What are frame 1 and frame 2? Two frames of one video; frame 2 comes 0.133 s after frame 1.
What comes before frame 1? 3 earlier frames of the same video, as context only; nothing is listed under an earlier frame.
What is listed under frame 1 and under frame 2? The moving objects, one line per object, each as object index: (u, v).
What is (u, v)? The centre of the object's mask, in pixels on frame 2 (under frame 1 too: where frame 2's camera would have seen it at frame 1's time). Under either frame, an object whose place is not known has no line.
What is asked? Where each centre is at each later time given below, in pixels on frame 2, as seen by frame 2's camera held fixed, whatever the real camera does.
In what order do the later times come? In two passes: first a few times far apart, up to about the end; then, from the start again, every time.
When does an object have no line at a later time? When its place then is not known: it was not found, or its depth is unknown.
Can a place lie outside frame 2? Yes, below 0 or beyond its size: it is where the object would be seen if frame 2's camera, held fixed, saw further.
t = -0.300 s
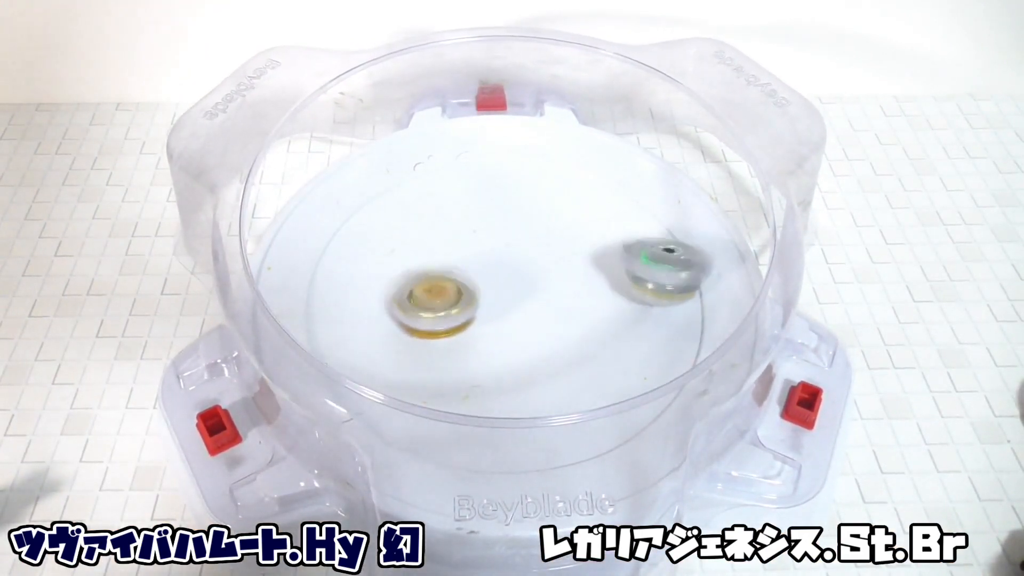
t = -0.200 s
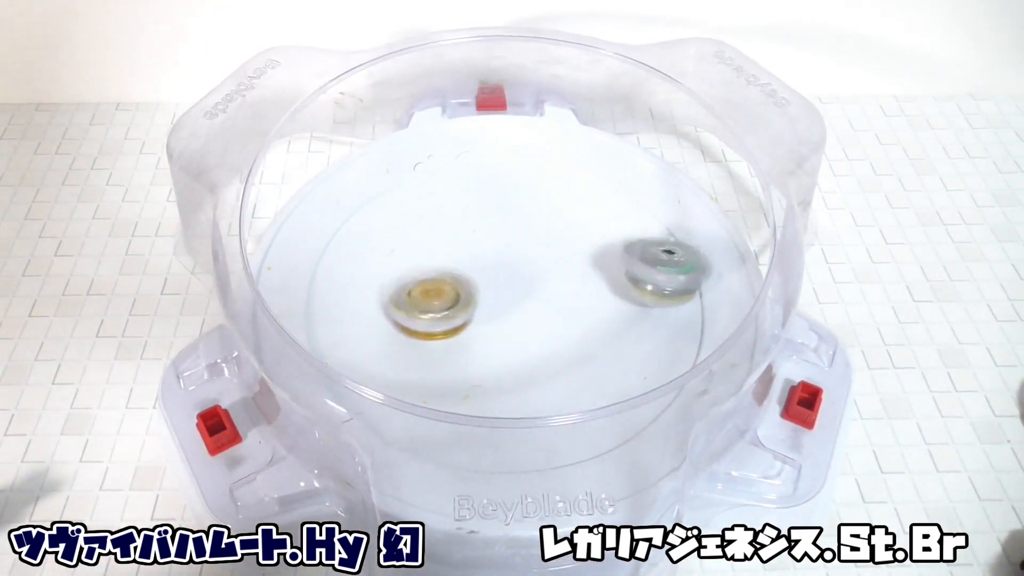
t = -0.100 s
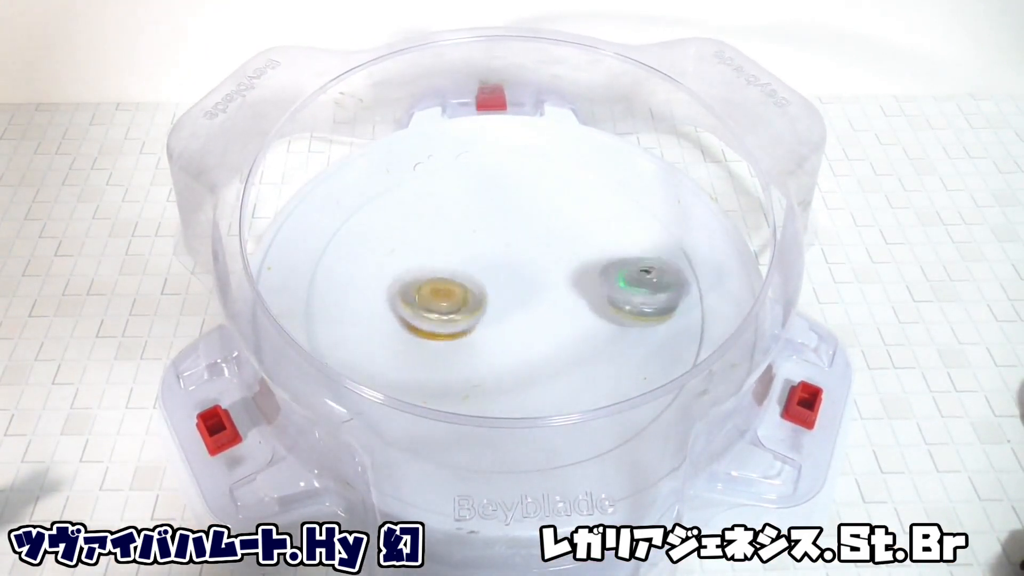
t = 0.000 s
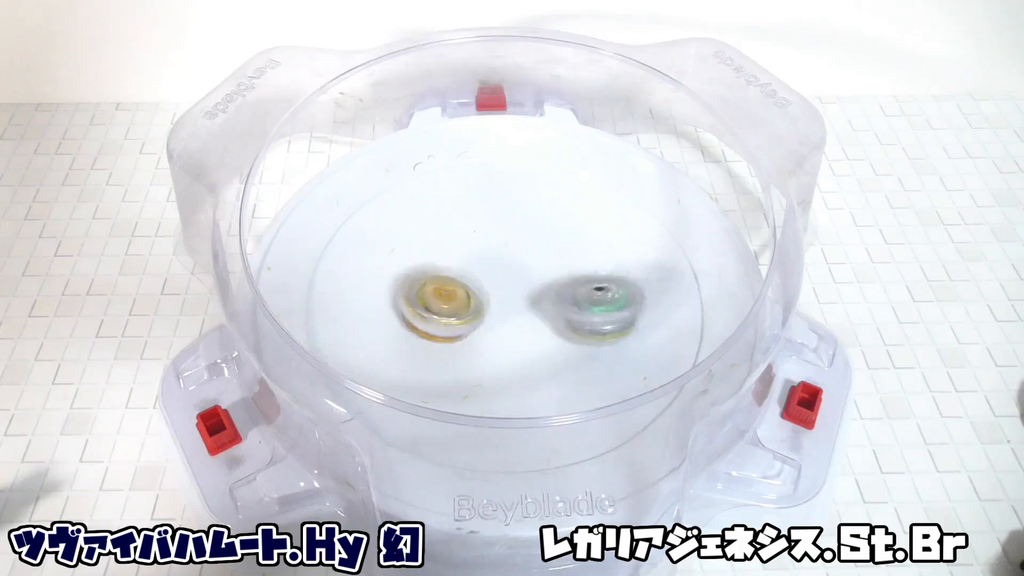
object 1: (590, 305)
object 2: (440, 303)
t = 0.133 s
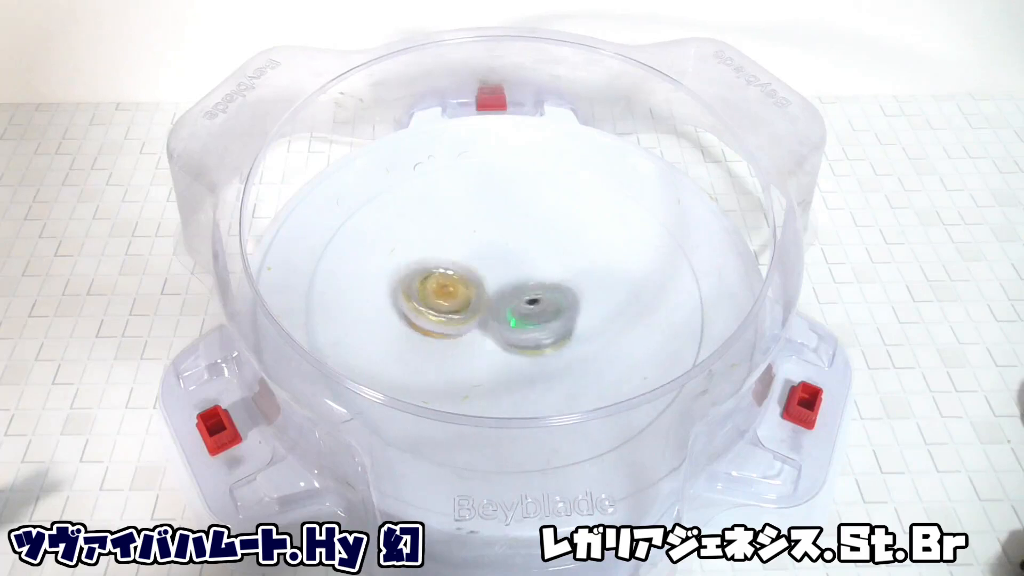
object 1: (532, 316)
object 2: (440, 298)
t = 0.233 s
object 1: (651, 314)
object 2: (333, 246)
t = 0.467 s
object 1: (686, 270)
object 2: (310, 217)
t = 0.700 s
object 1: (519, 212)
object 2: (386, 252)
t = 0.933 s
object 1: (416, 150)
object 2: (569, 238)
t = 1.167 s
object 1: (424, 235)
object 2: (643, 203)
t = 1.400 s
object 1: (457, 354)
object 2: (585, 242)
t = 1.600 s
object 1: (484, 386)
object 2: (542, 320)
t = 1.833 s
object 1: (528, 408)
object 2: (530, 335)
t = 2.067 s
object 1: (601, 344)
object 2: (491, 288)
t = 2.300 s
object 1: (629, 214)
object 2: (471, 262)
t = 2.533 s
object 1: (563, 145)
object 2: (470, 264)
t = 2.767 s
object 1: (442, 141)
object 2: (488, 269)
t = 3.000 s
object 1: (290, 206)
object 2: (500, 290)
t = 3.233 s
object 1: (416, 287)
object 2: (508, 309)
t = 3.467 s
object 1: (516, 323)
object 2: (629, 317)
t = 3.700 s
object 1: (447, 340)
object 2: (655, 297)
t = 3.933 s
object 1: (453, 298)
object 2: (584, 299)
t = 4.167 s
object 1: (357, 235)
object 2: (563, 305)
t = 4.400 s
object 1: (390, 224)
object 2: (555, 293)
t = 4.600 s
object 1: (449, 275)
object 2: (616, 274)
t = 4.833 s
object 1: (445, 317)
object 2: (664, 242)
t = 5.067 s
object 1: (508, 323)
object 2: (589, 266)
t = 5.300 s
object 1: (468, 376)
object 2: (549, 227)
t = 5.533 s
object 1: (453, 337)
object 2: (449, 246)
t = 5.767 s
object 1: (520, 304)
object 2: (399, 262)
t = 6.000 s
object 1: (540, 278)
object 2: (422, 275)
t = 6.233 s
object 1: (576, 263)
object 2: (416, 297)
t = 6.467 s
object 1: (563, 260)
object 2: (444, 327)
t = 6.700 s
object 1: (502, 269)
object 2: (477, 342)
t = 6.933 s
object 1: (469, 255)
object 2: (501, 351)
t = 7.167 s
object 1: (484, 264)
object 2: (524, 350)
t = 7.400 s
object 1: (469, 256)
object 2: (595, 349)
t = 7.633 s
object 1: (479, 264)
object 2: (596, 331)
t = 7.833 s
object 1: (482, 276)
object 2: (585, 309)
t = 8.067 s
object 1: (465, 277)
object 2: (573, 271)
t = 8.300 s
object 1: (478, 281)
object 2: (555, 258)
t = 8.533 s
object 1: (438, 294)
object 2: (546, 272)
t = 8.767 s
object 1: (454, 296)
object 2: (530, 285)
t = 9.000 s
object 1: (446, 297)
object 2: (547, 288)
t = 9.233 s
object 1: (466, 293)
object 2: (552, 288)
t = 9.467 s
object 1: (468, 291)
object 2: (551, 288)
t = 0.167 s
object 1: (566, 320)
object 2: (399, 280)
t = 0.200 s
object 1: (605, 319)
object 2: (359, 262)
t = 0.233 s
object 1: (651, 314)
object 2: (333, 246)
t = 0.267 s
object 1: (689, 307)
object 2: (317, 231)
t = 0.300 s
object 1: (711, 297)
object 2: (304, 224)
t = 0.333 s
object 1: (723, 293)
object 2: (299, 219)
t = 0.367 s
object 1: (729, 278)
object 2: (300, 215)
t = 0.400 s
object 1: (722, 282)
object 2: (303, 214)
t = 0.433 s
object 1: (708, 277)
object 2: (306, 215)
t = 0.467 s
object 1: (686, 270)
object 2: (310, 217)
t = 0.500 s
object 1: (654, 270)
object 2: (316, 219)
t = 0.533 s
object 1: (632, 263)
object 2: (323, 222)
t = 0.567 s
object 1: (610, 254)
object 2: (330, 226)
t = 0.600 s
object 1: (587, 245)
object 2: (339, 231)
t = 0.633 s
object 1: (564, 235)
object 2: (350, 238)
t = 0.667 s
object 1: (542, 224)
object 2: (369, 245)
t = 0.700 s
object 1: (519, 212)
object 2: (386, 252)
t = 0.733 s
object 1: (500, 200)
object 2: (409, 256)
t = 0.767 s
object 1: (481, 189)
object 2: (433, 259)
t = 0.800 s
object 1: (465, 176)
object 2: (459, 258)
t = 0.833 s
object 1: (449, 161)
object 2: (488, 256)
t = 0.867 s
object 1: (434, 152)
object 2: (516, 251)
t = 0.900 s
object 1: (423, 146)
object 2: (548, 247)
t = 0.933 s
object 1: (416, 150)
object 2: (569, 238)
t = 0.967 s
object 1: (415, 156)
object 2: (591, 228)
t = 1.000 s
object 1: (410, 166)
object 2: (611, 219)
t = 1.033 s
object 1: (411, 177)
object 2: (626, 213)
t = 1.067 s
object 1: (411, 188)
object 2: (636, 209)
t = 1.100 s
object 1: (414, 203)
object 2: (641, 204)
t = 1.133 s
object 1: (420, 219)
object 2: (643, 203)
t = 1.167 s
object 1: (424, 235)
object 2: (643, 203)
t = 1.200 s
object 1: (429, 253)
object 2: (637, 205)
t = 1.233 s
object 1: (436, 269)
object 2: (630, 208)
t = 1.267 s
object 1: (441, 285)
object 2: (621, 213)
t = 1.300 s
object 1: (447, 301)
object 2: (611, 218)
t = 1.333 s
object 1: (451, 316)
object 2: (602, 223)
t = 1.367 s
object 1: (454, 340)
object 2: (593, 233)
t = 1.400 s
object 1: (457, 354)
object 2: (585, 242)
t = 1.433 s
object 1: (462, 364)
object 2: (575, 253)
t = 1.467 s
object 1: (469, 374)
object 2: (566, 264)
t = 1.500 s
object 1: (473, 379)
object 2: (559, 277)
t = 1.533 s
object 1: (475, 382)
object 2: (552, 290)
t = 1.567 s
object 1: (477, 383)
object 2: (548, 304)
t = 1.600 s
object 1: (484, 386)
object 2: (542, 320)
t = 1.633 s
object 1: (492, 389)
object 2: (538, 333)
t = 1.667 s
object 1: (496, 401)
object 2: (536, 335)
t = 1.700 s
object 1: (501, 411)
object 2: (535, 335)
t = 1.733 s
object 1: (506, 416)
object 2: (537, 337)
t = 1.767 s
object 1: (513, 418)
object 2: (537, 337)
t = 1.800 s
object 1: (521, 413)
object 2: (532, 336)
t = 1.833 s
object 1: (528, 408)
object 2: (530, 335)
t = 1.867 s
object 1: (535, 403)
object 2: (530, 333)
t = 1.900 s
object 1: (544, 397)
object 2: (525, 325)
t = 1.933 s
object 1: (554, 392)
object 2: (520, 318)
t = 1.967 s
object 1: (565, 383)
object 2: (513, 310)
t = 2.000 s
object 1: (577, 374)
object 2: (506, 303)
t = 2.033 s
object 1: (590, 360)
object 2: (499, 296)
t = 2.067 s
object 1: (601, 344)
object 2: (491, 288)
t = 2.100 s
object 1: (608, 325)
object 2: (486, 283)
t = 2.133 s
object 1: (617, 307)
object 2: (484, 278)
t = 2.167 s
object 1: (622, 289)
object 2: (480, 273)
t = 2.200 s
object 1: (626, 268)
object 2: (477, 269)
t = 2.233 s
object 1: (628, 249)
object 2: (474, 266)
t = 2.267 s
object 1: (629, 230)
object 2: (472, 264)
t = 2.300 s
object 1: (629, 214)
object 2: (471, 262)
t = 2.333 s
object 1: (624, 197)
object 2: (470, 261)
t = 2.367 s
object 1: (618, 182)
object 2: (469, 262)
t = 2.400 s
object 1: (609, 172)
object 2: (469, 261)
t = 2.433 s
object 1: (598, 164)
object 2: (470, 262)
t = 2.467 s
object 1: (587, 158)
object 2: (469, 263)
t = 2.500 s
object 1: (574, 152)
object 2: (469, 264)
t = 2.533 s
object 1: (563, 145)
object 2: (470, 264)
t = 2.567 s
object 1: (549, 140)
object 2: (471, 264)
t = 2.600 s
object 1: (534, 139)
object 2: (474, 262)
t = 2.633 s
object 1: (517, 135)
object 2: (477, 262)
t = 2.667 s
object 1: (501, 134)
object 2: (480, 263)
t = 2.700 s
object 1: (482, 137)
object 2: (483, 264)
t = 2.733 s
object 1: (462, 138)
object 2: (486, 266)
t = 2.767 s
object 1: (442, 141)
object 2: (488, 269)
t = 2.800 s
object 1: (420, 144)
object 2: (490, 271)
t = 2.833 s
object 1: (398, 149)
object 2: (492, 274)
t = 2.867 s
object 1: (376, 156)
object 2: (494, 277)
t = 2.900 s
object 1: (351, 165)
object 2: (495, 280)
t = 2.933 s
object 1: (327, 176)
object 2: (498, 283)
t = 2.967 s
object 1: (305, 189)
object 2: (499, 287)
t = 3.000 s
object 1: (290, 206)
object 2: (500, 290)
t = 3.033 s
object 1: (282, 225)
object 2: (501, 293)
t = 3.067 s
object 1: (268, 239)
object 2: (501, 295)
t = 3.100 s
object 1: (291, 250)
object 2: (500, 298)
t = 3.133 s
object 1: (318, 257)
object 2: (498, 301)
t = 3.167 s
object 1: (354, 273)
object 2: (497, 304)
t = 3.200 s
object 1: (390, 280)
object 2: (495, 306)
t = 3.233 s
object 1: (416, 287)
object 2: (508, 309)
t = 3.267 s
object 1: (428, 291)
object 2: (535, 312)
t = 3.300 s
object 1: (444, 294)
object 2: (557, 313)
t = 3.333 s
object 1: (464, 299)
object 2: (574, 314)
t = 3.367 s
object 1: (486, 306)
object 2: (586, 314)
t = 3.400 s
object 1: (500, 311)
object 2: (598, 315)
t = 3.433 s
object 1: (510, 316)
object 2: (608, 315)
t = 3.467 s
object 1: (516, 323)
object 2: (629, 317)
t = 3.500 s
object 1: (500, 332)
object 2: (647, 311)
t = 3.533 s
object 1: (490, 336)
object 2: (658, 306)
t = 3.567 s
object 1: (479, 339)
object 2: (663, 302)
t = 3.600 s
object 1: (468, 343)
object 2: (664, 301)
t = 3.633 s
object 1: (459, 344)
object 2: (662, 299)
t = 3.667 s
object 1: (451, 344)
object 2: (658, 297)
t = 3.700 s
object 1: (447, 340)
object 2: (655, 297)
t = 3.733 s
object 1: (442, 336)
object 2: (647, 297)
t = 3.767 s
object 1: (439, 331)
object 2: (639, 297)
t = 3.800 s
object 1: (438, 326)
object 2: (631, 296)
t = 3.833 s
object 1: (439, 321)
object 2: (622, 297)
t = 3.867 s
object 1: (441, 314)
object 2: (611, 298)
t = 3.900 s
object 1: (445, 307)
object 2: (598, 298)
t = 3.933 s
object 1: (453, 298)
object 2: (584, 299)
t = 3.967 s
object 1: (455, 292)
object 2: (568, 301)
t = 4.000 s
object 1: (458, 288)
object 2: (555, 303)
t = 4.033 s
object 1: (434, 274)
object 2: (560, 304)
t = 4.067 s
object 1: (412, 263)
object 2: (569, 305)
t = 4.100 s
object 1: (392, 245)
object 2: (569, 305)
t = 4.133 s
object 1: (373, 241)
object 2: (568, 306)
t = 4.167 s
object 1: (357, 235)
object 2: (563, 305)
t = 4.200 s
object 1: (348, 225)
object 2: (564, 304)
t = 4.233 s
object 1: (342, 219)
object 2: (563, 302)
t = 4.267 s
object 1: (342, 211)
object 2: (563, 299)
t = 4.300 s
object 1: (350, 212)
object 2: (561, 298)
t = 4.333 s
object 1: (360, 213)
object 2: (558, 295)
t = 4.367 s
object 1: (373, 218)
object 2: (556, 294)
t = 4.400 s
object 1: (390, 224)
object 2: (555, 293)
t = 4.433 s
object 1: (411, 222)
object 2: (556, 292)
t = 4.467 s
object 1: (428, 240)
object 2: (557, 289)
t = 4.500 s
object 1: (449, 251)
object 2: (556, 286)
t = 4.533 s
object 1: (466, 262)
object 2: (556, 284)
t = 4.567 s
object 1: (459, 268)
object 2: (583, 277)
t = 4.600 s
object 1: (449, 275)
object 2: (616, 274)
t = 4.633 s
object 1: (445, 281)
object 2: (637, 266)
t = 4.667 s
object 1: (438, 292)
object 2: (654, 259)
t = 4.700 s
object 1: (435, 296)
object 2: (665, 251)
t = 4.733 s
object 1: (436, 302)
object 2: (670, 244)
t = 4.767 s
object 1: (436, 309)
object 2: (671, 241)
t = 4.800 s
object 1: (440, 315)
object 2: (668, 240)
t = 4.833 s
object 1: (445, 317)
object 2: (664, 242)
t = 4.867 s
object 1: (450, 321)
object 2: (658, 245)
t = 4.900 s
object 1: (458, 325)
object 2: (650, 248)
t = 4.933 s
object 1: (468, 326)
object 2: (640, 250)
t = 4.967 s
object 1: (477, 328)
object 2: (623, 254)
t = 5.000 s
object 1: (488, 327)
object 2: (611, 256)
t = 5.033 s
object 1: (498, 325)
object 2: (598, 260)
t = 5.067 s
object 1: (508, 323)
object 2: (589, 266)
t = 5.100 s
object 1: (518, 314)
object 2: (580, 270)
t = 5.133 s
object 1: (514, 336)
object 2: (579, 257)
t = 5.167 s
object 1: (509, 343)
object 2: (578, 244)
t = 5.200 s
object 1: (495, 356)
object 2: (571, 233)
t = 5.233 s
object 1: (485, 365)
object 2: (565, 230)
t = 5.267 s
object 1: (482, 370)
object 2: (558, 228)
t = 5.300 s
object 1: (468, 376)
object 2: (549, 227)
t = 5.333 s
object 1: (463, 373)
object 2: (537, 226)
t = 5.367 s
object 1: (453, 370)
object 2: (519, 225)
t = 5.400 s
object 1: (452, 367)
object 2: (507, 229)
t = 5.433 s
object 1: (448, 359)
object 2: (493, 232)
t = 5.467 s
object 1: (448, 356)
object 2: (480, 235)
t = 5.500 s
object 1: (452, 344)
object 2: (465, 239)
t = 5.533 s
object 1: (453, 337)
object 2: (449, 246)
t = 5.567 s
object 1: (457, 327)
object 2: (439, 251)
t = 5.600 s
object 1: (463, 320)
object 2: (430, 258)
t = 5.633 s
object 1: (478, 316)
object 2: (417, 255)
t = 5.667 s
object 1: (489, 320)
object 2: (408, 258)
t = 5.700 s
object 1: (502, 313)
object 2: (406, 260)
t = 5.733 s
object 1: (509, 312)
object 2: (401, 260)
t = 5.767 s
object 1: (520, 304)
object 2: (399, 262)
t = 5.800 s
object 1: (527, 302)
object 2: (403, 262)
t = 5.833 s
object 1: (534, 295)
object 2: (403, 260)
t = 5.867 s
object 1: (537, 290)
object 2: (407, 263)
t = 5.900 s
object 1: (541, 286)
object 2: (414, 267)
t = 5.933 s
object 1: (542, 283)
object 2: (415, 268)
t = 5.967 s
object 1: (538, 282)
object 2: (419, 273)
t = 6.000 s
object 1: (540, 278)
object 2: (422, 275)
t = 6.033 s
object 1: (533, 278)
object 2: (426, 276)
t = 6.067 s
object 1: (532, 276)
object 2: (431, 279)
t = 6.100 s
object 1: (530, 274)
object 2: (433, 282)
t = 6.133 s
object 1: (547, 272)
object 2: (420, 285)
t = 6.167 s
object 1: (559, 268)
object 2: (414, 292)
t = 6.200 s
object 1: (570, 262)
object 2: (415, 295)
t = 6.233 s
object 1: (576, 263)
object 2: (416, 297)
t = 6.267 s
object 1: (578, 259)
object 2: (418, 303)
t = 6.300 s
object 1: (578, 258)
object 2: (424, 306)
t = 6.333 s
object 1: (577, 256)
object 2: (424, 309)
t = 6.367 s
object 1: (574, 257)
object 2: (427, 315)
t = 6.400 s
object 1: (573, 257)
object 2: (434, 317)
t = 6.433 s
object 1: (570, 258)
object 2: (437, 322)
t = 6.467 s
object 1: (563, 260)
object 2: (444, 327)
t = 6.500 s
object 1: (558, 258)
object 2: (451, 328)
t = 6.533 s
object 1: (551, 264)
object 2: (454, 334)
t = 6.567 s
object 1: (545, 266)
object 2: (462, 336)
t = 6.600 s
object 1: (530, 269)
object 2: (465, 338)
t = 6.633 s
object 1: (523, 270)
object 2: (469, 342)
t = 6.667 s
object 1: (511, 272)
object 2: (475, 341)
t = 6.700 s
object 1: (502, 269)
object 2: (477, 342)
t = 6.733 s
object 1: (496, 266)
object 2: (484, 351)
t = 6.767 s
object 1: (485, 260)
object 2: (489, 350)
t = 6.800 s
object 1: (484, 256)
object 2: (493, 353)
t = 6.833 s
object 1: (477, 258)
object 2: (500, 353)
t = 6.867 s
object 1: (475, 257)
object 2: (497, 353)
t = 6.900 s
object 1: (474, 254)
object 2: (499, 355)
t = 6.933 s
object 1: (469, 255)
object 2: (501, 351)
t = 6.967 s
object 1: (476, 255)
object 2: (498, 352)
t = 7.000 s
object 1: (475, 260)
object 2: (504, 348)
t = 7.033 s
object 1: (481, 262)
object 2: (505, 346)
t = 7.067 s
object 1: (485, 267)
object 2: (516, 346)
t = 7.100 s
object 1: (487, 268)
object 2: (513, 341)
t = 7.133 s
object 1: (495, 268)
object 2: (514, 340)
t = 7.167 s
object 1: (484, 264)
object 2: (524, 350)
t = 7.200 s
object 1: (475, 259)
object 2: (536, 358)
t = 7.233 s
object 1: (472, 253)
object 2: (557, 363)
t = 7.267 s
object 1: (470, 250)
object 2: (562, 362)
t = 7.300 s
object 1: (472, 250)
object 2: (583, 361)
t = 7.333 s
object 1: (473, 249)
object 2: (589, 356)
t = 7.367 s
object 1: (470, 252)
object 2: (595, 352)
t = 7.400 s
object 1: (469, 256)
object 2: (595, 349)
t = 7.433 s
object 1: (470, 258)
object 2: (598, 345)
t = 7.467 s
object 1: (474, 261)
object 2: (596, 343)
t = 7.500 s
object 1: (480, 261)
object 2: (600, 340)
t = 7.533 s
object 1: (487, 262)
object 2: (597, 340)
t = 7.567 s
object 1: (484, 264)
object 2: (599, 336)
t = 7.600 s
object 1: (482, 265)
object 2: (596, 336)
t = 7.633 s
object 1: (479, 264)
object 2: (596, 331)
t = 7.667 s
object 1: (478, 267)
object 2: (595, 331)
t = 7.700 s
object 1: (488, 271)
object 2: (594, 325)
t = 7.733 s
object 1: (494, 271)
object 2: (593, 324)
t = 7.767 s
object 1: (487, 272)
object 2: (590, 317)
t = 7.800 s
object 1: (484, 275)
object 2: (590, 315)
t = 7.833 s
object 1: (482, 276)
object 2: (585, 309)
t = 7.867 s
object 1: (478, 276)
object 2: (586, 305)
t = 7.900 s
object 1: (478, 278)
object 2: (579, 299)
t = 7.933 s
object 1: (485, 277)
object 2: (581, 292)
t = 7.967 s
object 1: (490, 278)
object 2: (575, 288)
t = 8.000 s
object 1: (488, 276)
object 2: (570, 280)
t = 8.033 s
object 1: (479, 278)
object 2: (572, 278)
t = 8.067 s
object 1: (465, 277)
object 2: (573, 271)
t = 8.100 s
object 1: (459, 277)
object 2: (577, 266)
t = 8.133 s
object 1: (455, 277)
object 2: (574, 264)
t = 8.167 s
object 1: (455, 281)
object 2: (569, 258)
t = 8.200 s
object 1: (458, 283)
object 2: (568, 258)
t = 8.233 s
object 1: (466, 283)
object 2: (563, 257)
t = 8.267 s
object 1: (476, 283)
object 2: (559, 255)
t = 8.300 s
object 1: (478, 281)
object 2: (555, 258)
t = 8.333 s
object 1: (478, 280)
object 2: (550, 259)
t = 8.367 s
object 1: (471, 281)
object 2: (550, 258)
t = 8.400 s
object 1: (459, 282)
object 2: (553, 261)
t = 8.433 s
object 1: (451, 284)
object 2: (554, 265)
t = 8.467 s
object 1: (445, 286)
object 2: (548, 268)
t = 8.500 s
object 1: (440, 289)
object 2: (547, 270)
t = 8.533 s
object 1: (438, 294)
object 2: (546, 272)
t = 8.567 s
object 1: (442, 298)
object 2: (539, 277)
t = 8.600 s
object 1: (451, 301)
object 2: (534, 281)
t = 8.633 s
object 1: (460, 303)
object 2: (532, 282)
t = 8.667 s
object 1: (458, 304)
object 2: (533, 280)
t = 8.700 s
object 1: (457, 301)
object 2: (535, 281)
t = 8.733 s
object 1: (454, 298)
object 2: (532, 283)
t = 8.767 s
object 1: (454, 296)
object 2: (530, 285)
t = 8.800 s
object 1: (451, 296)
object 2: (528, 286)
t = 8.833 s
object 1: (449, 297)
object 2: (531, 286)
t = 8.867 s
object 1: (446, 297)
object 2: (534, 286)
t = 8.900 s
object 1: (446, 297)
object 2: (536, 286)
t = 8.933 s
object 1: (444, 297)
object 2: (541, 288)
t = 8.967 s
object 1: (445, 297)
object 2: (544, 289)
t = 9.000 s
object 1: (446, 297)
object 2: (547, 288)
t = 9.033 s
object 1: (448, 296)
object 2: (549, 288)
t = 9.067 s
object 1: (452, 296)
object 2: (549, 288)
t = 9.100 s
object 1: (457, 296)
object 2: (550, 288)
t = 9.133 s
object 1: (460, 295)
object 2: (551, 288)
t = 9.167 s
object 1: (461, 295)
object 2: (551, 288)
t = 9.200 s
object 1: (463, 294)
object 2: (552, 288)
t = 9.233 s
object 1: (466, 293)
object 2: (552, 288)
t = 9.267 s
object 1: (468, 292)
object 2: (551, 288)
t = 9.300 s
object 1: (469, 291)
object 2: (551, 288)
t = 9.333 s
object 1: (469, 291)
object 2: (552, 288)
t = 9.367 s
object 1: (469, 291)
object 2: (551, 288)
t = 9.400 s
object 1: (468, 291)
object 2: (551, 288)
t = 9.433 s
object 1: (468, 291)
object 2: (551, 288)
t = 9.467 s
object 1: (468, 291)
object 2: (551, 288)
